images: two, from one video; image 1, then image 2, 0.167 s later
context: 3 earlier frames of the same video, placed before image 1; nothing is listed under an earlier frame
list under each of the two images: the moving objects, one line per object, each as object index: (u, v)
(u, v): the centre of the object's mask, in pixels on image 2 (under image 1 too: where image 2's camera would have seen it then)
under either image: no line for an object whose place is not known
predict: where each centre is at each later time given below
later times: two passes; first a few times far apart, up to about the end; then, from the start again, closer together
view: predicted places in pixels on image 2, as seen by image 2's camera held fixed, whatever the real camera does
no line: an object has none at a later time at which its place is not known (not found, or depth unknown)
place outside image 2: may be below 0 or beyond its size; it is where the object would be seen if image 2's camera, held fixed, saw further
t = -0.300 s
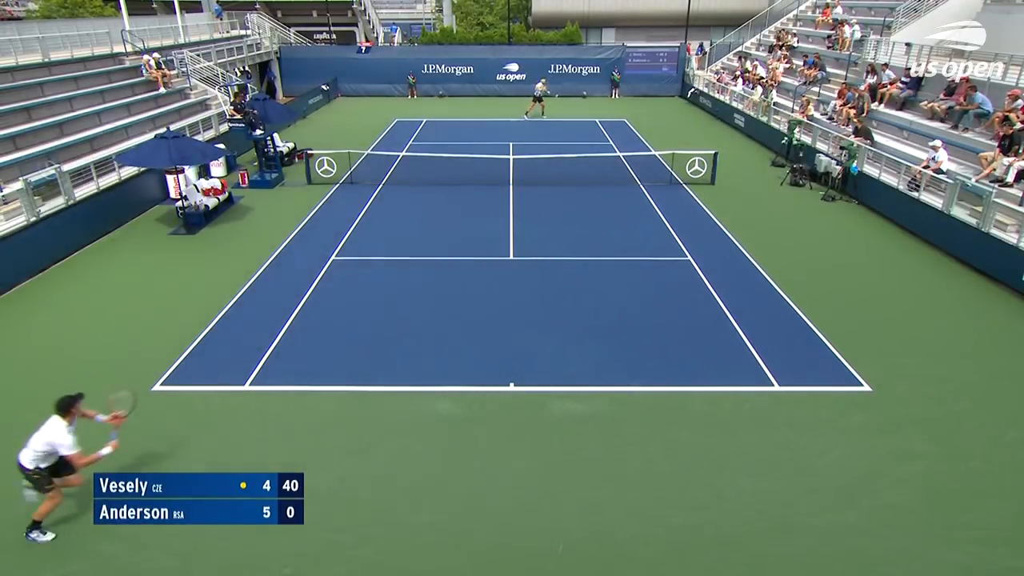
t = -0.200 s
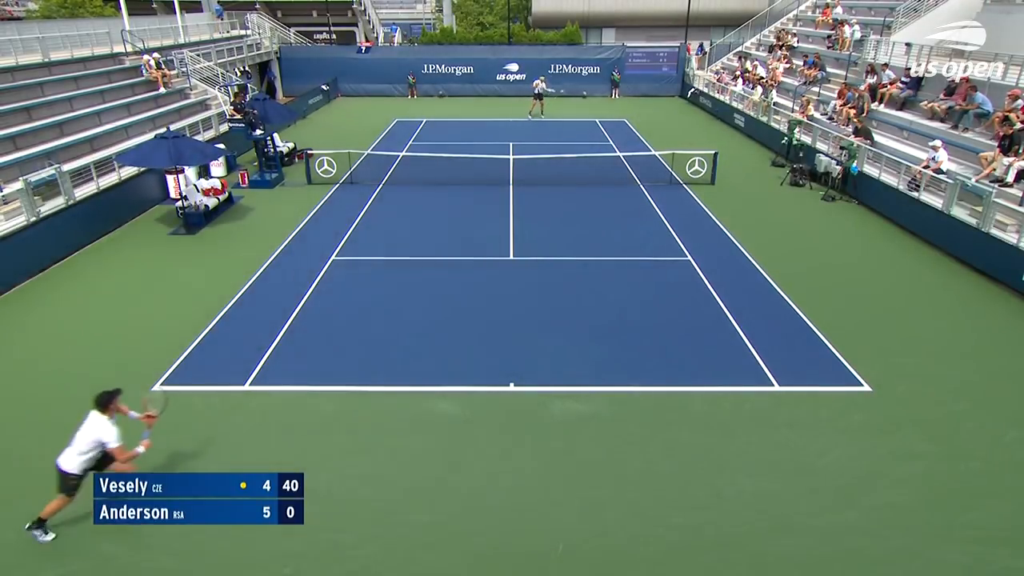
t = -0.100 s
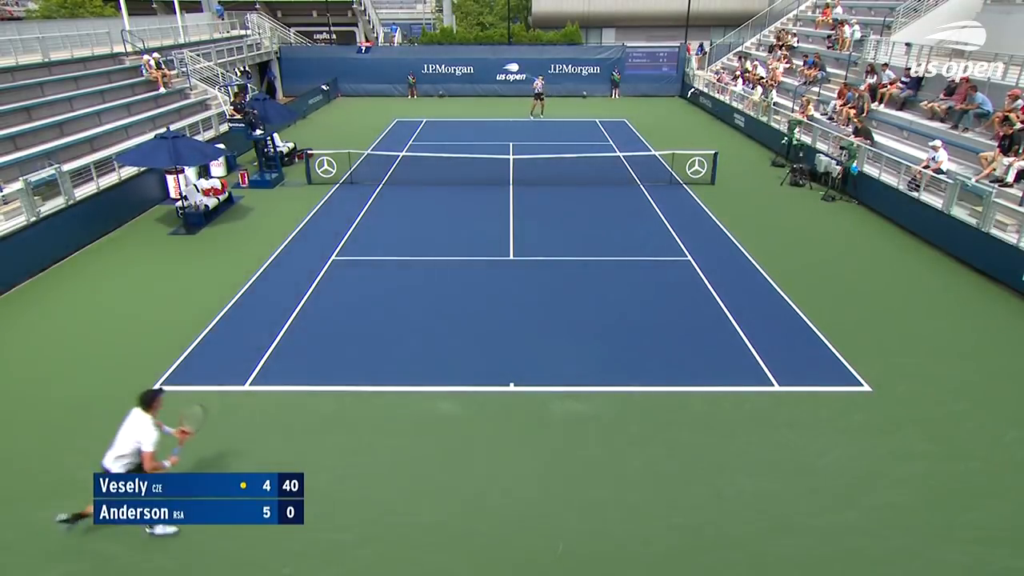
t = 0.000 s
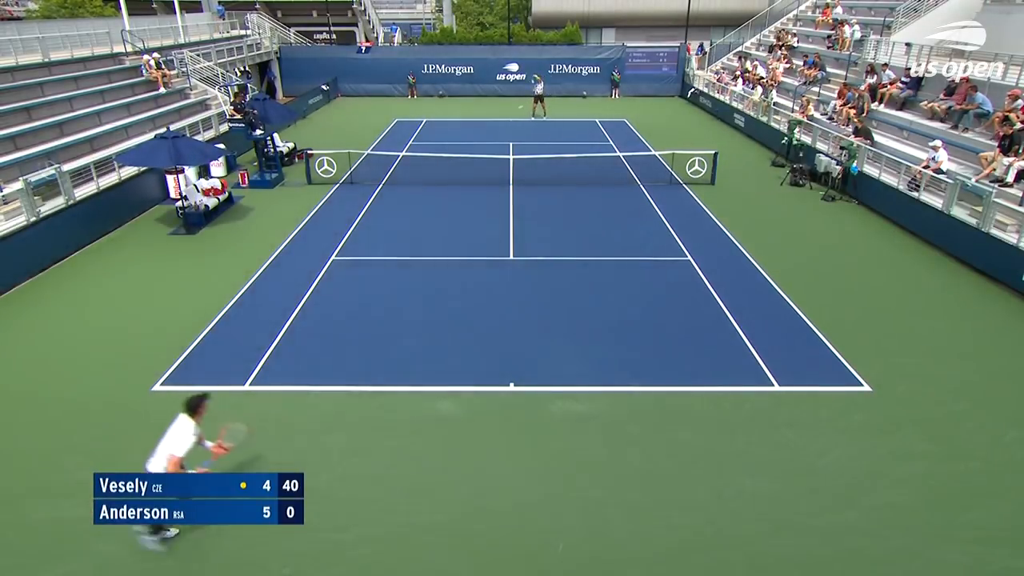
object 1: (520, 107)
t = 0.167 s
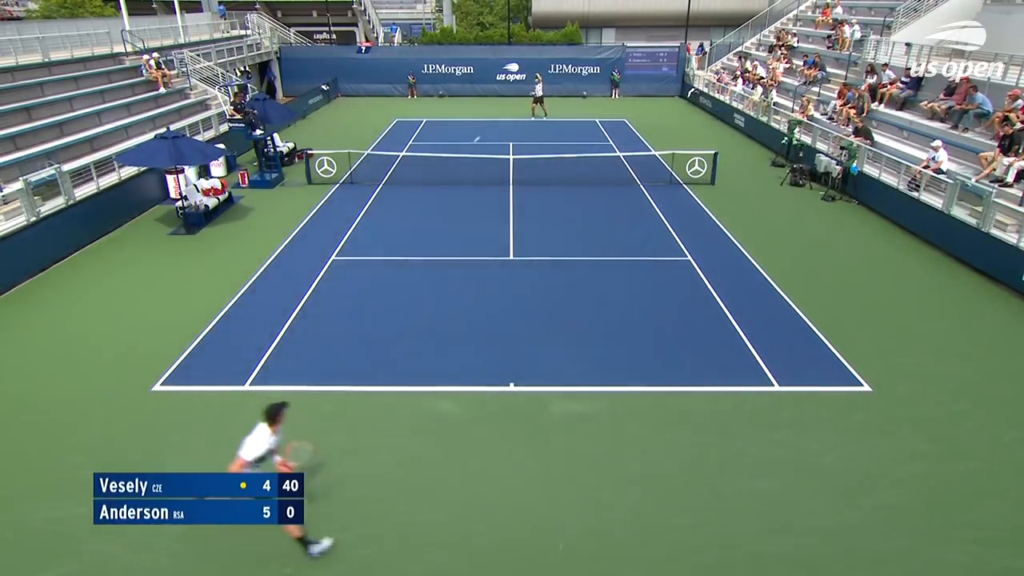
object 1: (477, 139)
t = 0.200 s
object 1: (467, 148)
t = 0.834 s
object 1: (106, 425)
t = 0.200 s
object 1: (467, 148)
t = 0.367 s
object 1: (408, 215)
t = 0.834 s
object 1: (106, 425)
